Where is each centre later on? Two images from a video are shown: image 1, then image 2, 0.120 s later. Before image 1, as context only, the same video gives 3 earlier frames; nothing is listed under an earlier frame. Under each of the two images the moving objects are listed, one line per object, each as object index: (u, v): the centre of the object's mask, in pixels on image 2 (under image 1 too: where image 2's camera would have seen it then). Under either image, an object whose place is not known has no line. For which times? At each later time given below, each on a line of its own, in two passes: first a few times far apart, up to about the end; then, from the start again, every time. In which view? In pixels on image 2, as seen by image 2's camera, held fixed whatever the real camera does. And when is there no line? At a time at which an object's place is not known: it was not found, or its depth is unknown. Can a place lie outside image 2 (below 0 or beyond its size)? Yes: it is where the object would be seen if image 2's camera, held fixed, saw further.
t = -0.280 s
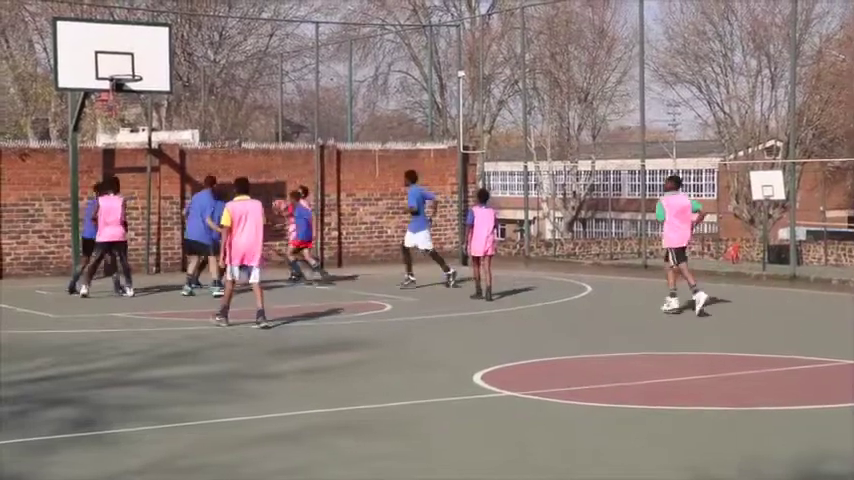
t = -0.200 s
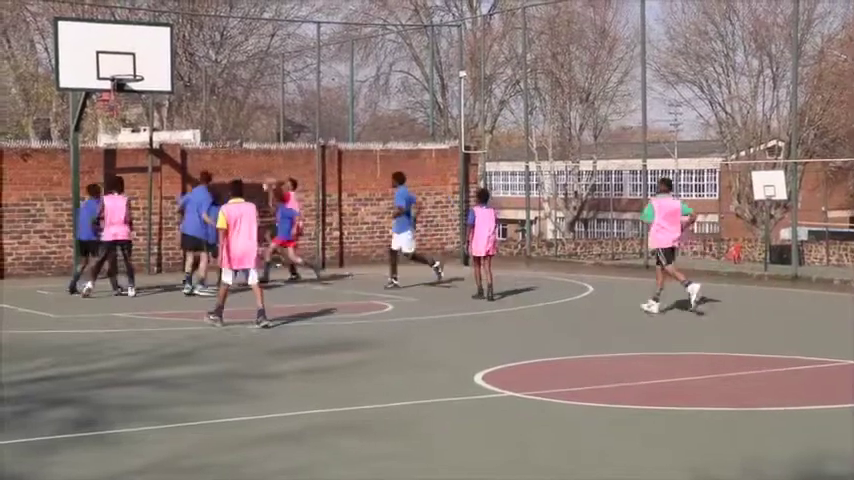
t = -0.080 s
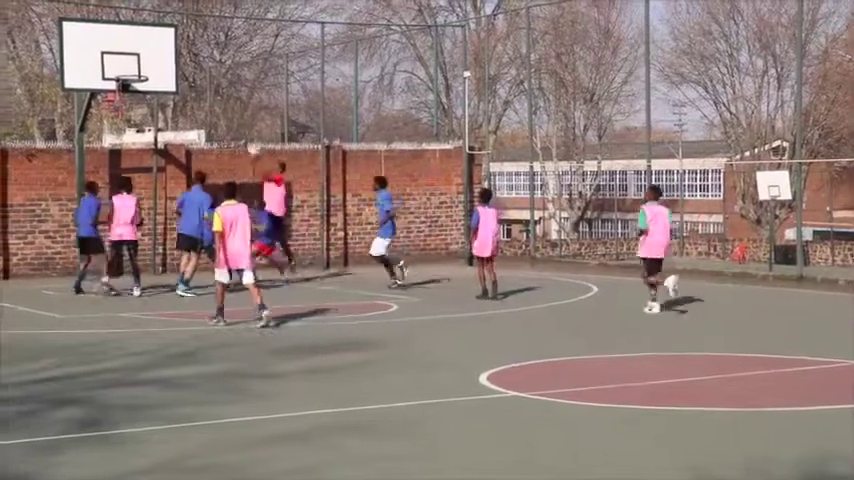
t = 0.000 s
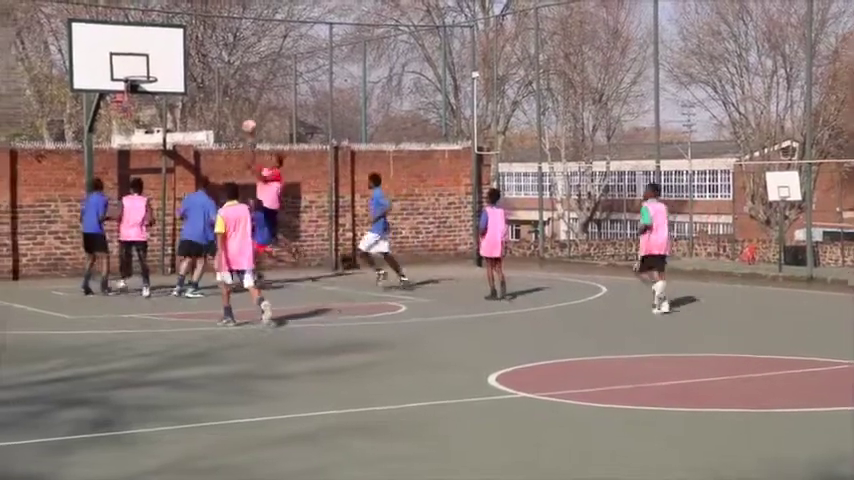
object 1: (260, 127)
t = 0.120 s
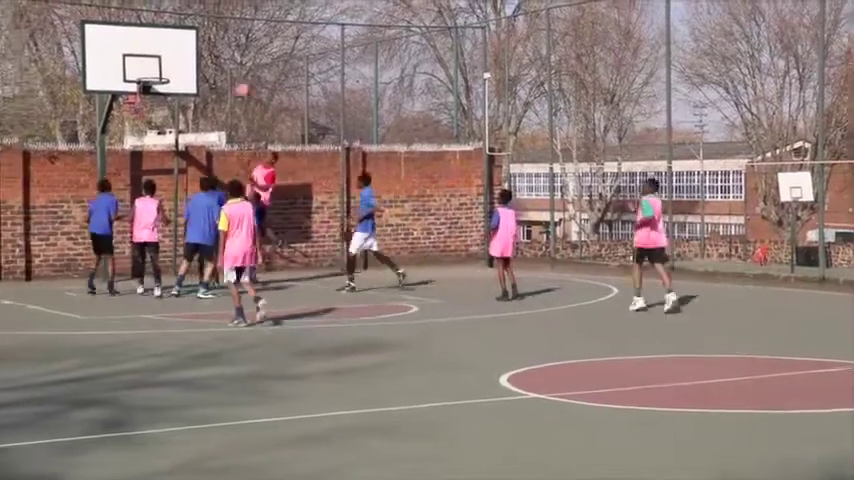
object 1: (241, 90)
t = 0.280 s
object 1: (218, 56)
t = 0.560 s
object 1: (175, 34)
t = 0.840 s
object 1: (130, 63)
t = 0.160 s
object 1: (236, 81)
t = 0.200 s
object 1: (228, 71)
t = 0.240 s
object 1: (222, 63)
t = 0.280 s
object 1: (218, 56)
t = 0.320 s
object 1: (210, 49)
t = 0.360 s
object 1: (205, 43)
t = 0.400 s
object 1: (200, 40)
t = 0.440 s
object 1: (194, 37)
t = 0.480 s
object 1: (188, 35)
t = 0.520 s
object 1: (181, 35)
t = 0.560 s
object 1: (175, 34)
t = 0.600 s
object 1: (169, 35)
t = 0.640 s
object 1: (162, 36)
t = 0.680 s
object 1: (156, 40)
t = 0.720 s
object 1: (150, 44)
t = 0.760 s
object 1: (143, 49)
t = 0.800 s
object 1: (137, 55)
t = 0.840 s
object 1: (130, 63)
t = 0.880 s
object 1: (124, 72)
